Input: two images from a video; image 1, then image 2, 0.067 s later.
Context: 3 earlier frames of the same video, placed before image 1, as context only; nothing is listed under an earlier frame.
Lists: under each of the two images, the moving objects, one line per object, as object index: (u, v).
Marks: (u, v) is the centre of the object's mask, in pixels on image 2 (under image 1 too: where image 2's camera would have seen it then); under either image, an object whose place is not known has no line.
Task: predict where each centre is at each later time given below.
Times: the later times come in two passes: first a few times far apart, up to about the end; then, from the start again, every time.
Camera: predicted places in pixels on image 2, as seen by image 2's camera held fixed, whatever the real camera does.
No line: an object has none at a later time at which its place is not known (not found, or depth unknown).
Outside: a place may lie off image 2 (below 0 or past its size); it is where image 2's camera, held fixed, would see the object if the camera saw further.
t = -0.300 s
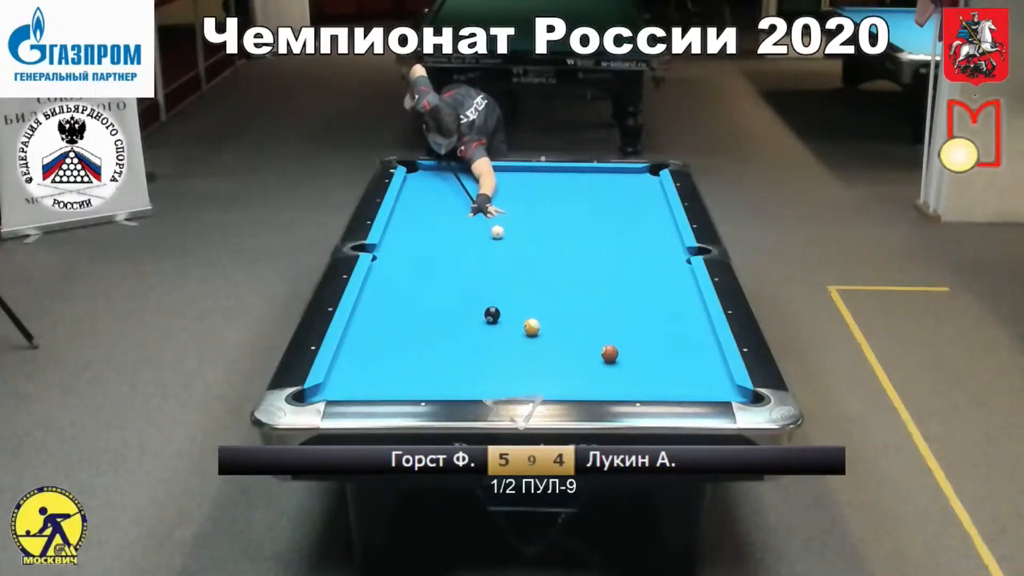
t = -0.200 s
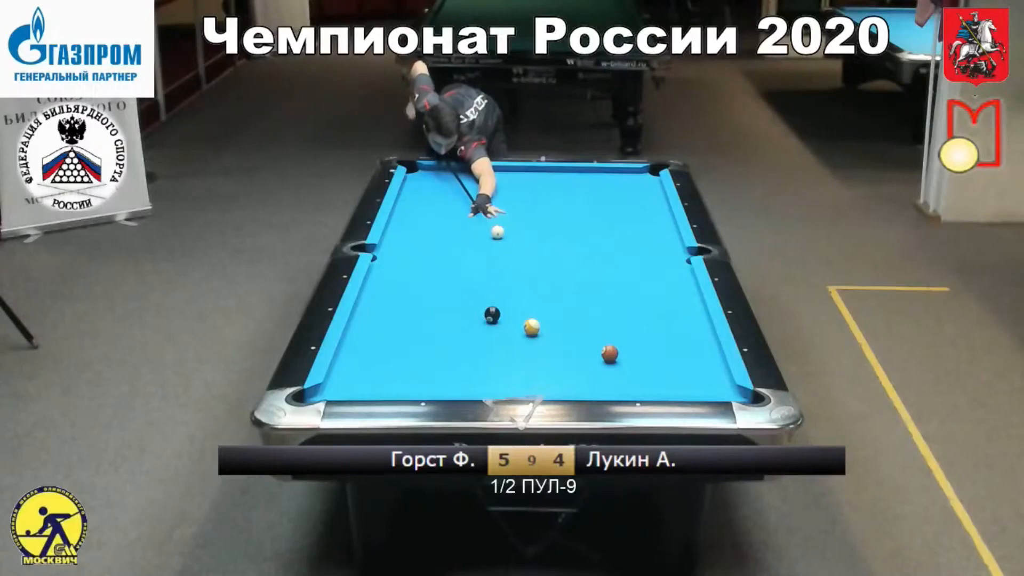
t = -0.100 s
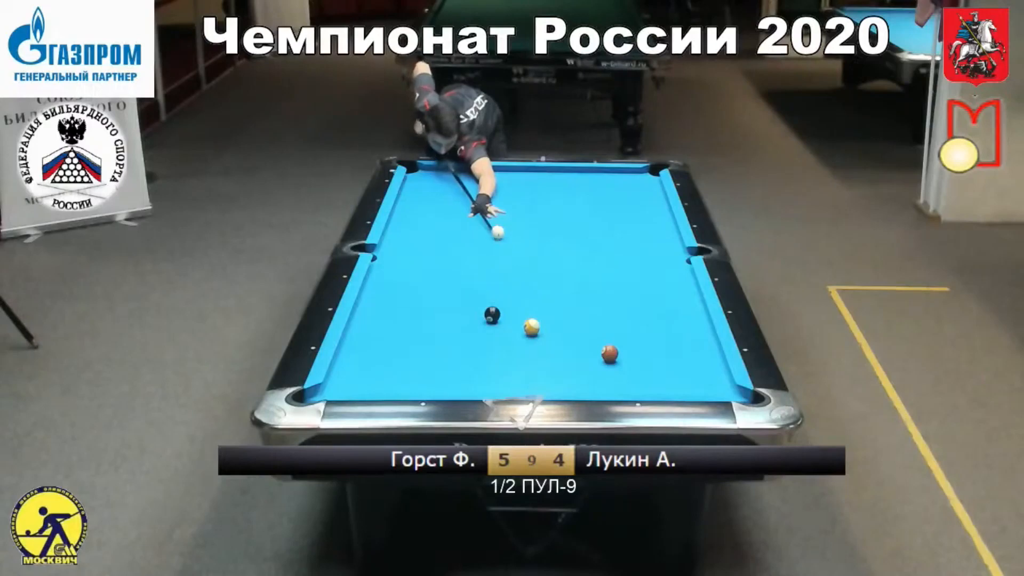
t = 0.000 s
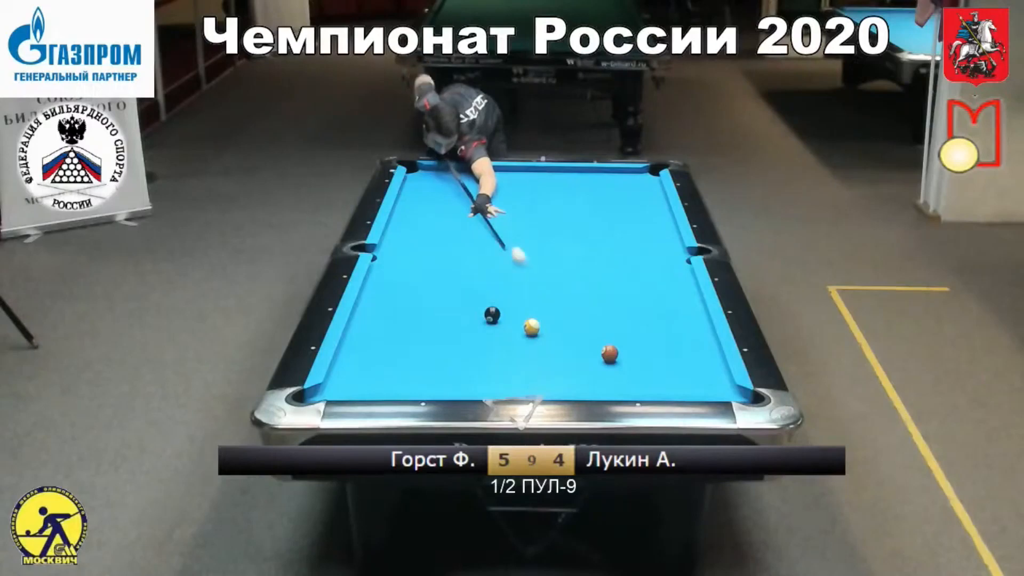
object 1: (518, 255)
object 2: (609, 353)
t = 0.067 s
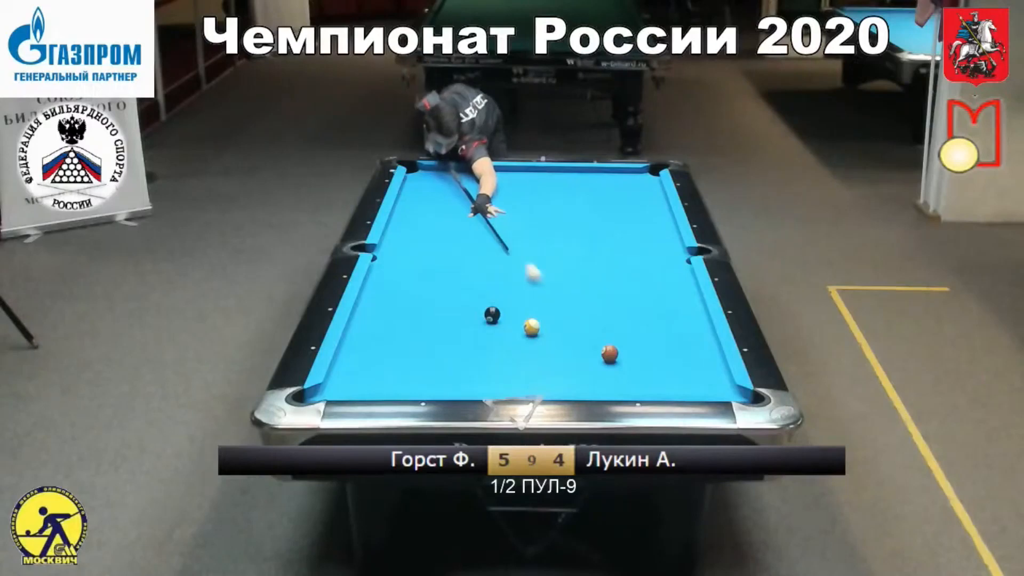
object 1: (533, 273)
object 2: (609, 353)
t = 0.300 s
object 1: (584, 335)
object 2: (609, 353)
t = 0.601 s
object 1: (553, 375)
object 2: (703, 384)
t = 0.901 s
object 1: (499, 385)
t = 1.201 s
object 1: (445, 372)
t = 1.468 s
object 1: (400, 359)
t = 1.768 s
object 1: (355, 345)
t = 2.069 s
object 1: (374, 332)
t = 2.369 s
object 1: (402, 321)
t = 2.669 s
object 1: (428, 310)
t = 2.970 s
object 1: (452, 301)
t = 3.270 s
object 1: (473, 293)
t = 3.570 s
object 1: (492, 286)
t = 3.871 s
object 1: (511, 278)
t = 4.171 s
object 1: (525, 272)
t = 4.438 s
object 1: (537, 268)
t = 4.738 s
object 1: (550, 263)
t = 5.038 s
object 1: (560, 259)
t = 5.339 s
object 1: (569, 256)
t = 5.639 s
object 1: (578, 253)
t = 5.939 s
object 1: (585, 250)
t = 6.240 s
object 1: (591, 248)
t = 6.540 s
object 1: (596, 247)
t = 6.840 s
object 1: (599, 245)
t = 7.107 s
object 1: (602, 245)
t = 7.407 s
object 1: (604, 245)
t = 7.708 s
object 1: (604, 244)
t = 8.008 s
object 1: (604, 244)
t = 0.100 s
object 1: (540, 282)
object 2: (609, 353)
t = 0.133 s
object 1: (547, 290)
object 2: (609, 353)
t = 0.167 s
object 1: (555, 300)
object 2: (609, 353)
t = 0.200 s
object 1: (562, 308)
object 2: (609, 353)
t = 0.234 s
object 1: (570, 317)
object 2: (609, 353)
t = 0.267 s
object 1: (577, 326)
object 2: (609, 353)
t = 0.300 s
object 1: (584, 335)
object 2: (609, 353)
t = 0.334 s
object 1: (591, 343)
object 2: (609, 353)
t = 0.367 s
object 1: (592, 350)
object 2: (617, 355)
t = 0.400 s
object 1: (586, 355)
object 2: (630, 359)
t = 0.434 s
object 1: (579, 359)
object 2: (643, 364)
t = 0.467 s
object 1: (574, 362)
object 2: (657, 369)
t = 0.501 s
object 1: (569, 365)
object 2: (669, 373)
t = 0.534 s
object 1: (563, 369)
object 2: (681, 377)
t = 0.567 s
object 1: (558, 372)
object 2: (692, 381)
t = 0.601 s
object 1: (553, 375)
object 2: (703, 384)
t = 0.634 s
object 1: (547, 378)
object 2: (714, 388)
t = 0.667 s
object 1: (541, 382)
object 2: (726, 391)
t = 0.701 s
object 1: (536, 384)
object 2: (738, 395)
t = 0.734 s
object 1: (530, 385)
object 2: (749, 400)
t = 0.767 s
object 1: (525, 387)
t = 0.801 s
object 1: (518, 390)
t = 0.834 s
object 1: (512, 389)
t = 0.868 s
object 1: (505, 386)
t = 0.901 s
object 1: (499, 385)
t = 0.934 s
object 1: (493, 384)
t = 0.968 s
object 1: (487, 383)
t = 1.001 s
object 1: (481, 383)
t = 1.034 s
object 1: (475, 381)
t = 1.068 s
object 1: (469, 379)
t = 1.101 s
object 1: (463, 377)
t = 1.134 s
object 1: (457, 375)
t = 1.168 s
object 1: (451, 374)
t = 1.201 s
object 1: (445, 372)
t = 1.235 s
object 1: (439, 370)
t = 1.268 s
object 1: (434, 369)
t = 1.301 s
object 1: (428, 367)
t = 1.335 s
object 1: (422, 365)
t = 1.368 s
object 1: (417, 364)
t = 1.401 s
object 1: (411, 362)
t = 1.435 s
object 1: (406, 360)
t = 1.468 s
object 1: (400, 359)
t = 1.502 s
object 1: (395, 357)
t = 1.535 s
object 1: (390, 356)
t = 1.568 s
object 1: (385, 354)
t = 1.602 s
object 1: (380, 353)
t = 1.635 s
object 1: (374, 351)
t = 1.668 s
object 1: (369, 350)
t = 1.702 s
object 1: (365, 348)
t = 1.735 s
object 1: (359, 347)
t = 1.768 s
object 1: (355, 345)
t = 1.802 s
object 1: (350, 344)
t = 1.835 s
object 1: (349, 342)
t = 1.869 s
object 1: (353, 341)
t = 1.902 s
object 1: (357, 339)
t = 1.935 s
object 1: (360, 338)
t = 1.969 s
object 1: (363, 337)
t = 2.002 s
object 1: (367, 335)
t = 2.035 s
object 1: (371, 334)
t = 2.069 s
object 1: (374, 332)
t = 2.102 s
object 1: (377, 331)
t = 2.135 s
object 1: (381, 330)
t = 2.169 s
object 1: (384, 329)
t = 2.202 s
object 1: (387, 327)
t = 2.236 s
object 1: (390, 326)
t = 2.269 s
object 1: (393, 325)
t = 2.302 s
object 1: (396, 324)
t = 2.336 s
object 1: (400, 322)
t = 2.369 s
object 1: (402, 321)
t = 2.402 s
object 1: (405, 320)
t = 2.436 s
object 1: (408, 319)
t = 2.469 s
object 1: (412, 317)
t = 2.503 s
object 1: (414, 316)
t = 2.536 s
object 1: (418, 315)
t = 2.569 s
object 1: (420, 314)
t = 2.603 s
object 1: (423, 313)
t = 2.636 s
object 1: (426, 312)
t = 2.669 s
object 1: (428, 310)
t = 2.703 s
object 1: (431, 309)
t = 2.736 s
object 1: (434, 308)
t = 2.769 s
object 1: (437, 308)
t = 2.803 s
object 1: (439, 307)
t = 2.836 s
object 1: (442, 305)
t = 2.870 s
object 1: (445, 304)
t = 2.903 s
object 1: (447, 303)
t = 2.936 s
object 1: (449, 302)
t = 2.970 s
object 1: (452, 301)
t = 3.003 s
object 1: (454, 300)
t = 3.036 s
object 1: (457, 300)
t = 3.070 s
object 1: (459, 298)
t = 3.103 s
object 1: (462, 298)
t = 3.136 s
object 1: (464, 297)
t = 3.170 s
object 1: (466, 296)
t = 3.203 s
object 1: (468, 295)
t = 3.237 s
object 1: (471, 294)
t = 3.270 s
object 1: (473, 293)
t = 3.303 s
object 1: (475, 293)
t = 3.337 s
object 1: (477, 291)
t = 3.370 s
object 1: (479, 291)
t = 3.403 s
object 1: (482, 290)
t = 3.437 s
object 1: (483, 289)
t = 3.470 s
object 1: (486, 288)
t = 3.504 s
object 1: (488, 287)
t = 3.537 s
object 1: (490, 287)
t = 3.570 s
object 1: (492, 286)
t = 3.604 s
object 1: (494, 285)
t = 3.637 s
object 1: (495, 284)
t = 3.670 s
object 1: (497, 283)
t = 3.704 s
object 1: (499, 283)
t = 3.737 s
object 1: (501, 282)
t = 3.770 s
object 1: (503, 281)
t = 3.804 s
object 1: (507, 280)
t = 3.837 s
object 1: (509, 279)
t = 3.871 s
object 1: (511, 278)
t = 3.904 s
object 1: (512, 278)
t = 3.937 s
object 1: (514, 277)
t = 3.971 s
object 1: (515, 276)
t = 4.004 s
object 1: (517, 276)
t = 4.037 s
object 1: (519, 275)
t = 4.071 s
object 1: (520, 274)
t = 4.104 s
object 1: (522, 274)
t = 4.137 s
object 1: (523, 273)
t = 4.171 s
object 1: (525, 272)
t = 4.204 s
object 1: (527, 272)
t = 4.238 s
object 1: (528, 271)
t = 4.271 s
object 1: (530, 271)
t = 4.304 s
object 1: (532, 270)
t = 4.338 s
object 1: (533, 270)
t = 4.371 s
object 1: (534, 269)
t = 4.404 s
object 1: (535, 268)
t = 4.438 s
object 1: (537, 268)
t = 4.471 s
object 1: (539, 267)
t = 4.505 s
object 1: (540, 267)
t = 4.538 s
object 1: (541, 266)
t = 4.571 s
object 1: (543, 266)
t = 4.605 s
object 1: (544, 265)
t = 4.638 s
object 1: (546, 265)
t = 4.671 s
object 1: (547, 264)
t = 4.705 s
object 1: (548, 264)
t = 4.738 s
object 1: (550, 263)
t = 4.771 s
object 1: (551, 263)
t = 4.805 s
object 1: (552, 262)
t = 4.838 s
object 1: (553, 262)
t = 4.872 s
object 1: (554, 261)
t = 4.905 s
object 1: (555, 261)
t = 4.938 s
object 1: (556, 261)
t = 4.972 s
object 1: (558, 260)
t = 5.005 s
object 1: (559, 260)
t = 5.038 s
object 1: (560, 259)
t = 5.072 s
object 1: (561, 259)
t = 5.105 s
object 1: (562, 258)
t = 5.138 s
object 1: (563, 258)
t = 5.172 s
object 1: (564, 258)
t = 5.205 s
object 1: (565, 257)
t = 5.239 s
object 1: (566, 257)
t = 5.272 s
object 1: (567, 256)
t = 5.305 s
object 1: (568, 256)
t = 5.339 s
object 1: (569, 256)
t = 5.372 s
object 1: (570, 255)
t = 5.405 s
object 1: (571, 255)
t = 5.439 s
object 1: (572, 255)
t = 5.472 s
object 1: (573, 254)
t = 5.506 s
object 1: (574, 254)
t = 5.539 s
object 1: (575, 253)
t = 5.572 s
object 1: (576, 253)
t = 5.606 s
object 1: (576, 253)
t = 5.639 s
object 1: (578, 253)
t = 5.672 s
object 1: (578, 252)
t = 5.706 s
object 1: (579, 252)
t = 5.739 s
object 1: (580, 252)
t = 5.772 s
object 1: (581, 251)
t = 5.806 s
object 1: (582, 251)
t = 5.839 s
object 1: (582, 251)
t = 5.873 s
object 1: (583, 251)
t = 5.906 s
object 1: (584, 250)
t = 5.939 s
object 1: (585, 250)
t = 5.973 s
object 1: (585, 250)
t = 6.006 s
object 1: (586, 250)
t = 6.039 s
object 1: (587, 249)
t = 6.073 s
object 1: (587, 249)
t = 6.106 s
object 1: (588, 249)
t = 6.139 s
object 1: (589, 249)
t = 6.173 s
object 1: (589, 248)
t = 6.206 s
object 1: (590, 248)
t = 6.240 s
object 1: (591, 248)
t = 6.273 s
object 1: (591, 248)
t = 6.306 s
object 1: (592, 248)
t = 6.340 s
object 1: (593, 248)
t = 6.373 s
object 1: (593, 247)
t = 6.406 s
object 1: (594, 247)
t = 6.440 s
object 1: (594, 247)
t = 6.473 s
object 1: (595, 247)
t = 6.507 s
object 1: (595, 247)
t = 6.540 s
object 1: (596, 247)
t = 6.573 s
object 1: (596, 247)
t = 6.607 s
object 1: (597, 246)
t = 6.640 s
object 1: (597, 246)
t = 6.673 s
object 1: (597, 246)
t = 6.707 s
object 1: (598, 246)
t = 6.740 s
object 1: (598, 246)
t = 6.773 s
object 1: (599, 246)
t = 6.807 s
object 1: (599, 246)
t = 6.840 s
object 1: (599, 245)
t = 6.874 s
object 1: (600, 245)
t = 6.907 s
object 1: (600, 245)
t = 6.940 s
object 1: (600, 245)
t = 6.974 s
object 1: (600, 245)
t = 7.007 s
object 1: (601, 245)
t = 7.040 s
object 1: (601, 245)
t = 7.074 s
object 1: (601, 245)
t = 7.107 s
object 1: (602, 245)
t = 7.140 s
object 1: (602, 245)
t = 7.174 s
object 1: (602, 245)
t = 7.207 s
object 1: (602, 245)
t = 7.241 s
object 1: (603, 245)
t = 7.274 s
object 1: (603, 244)
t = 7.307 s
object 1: (603, 245)
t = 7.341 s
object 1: (603, 245)
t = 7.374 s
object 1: (603, 245)
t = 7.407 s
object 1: (604, 245)
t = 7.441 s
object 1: (604, 245)
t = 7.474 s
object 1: (604, 245)
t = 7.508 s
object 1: (604, 245)
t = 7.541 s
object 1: (604, 245)
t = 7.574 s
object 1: (604, 245)
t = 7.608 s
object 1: (604, 245)
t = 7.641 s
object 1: (604, 244)
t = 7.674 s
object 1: (604, 244)
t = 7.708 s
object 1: (604, 244)
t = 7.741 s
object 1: (604, 244)
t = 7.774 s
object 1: (604, 244)
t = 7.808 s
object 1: (604, 244)
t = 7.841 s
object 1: (604, 244)
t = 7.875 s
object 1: (604, 244)
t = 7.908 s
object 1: (604, 244)
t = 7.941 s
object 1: (604, 244)
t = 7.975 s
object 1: (604, 244)
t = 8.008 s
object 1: (604, 244)
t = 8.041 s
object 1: (604, 244)
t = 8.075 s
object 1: (604, 244)
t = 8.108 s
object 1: (604, 244)
